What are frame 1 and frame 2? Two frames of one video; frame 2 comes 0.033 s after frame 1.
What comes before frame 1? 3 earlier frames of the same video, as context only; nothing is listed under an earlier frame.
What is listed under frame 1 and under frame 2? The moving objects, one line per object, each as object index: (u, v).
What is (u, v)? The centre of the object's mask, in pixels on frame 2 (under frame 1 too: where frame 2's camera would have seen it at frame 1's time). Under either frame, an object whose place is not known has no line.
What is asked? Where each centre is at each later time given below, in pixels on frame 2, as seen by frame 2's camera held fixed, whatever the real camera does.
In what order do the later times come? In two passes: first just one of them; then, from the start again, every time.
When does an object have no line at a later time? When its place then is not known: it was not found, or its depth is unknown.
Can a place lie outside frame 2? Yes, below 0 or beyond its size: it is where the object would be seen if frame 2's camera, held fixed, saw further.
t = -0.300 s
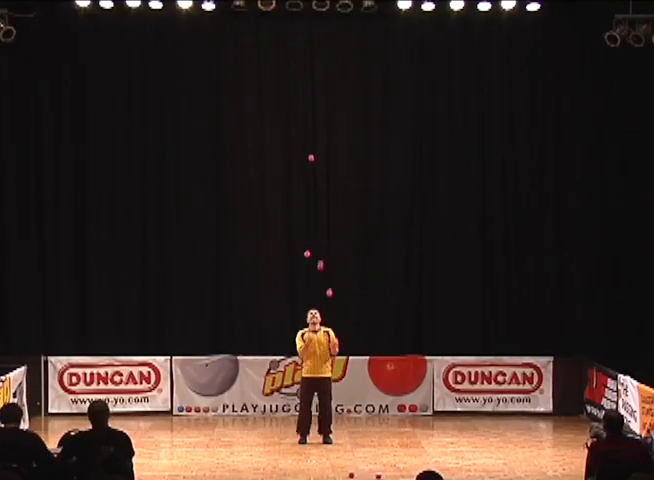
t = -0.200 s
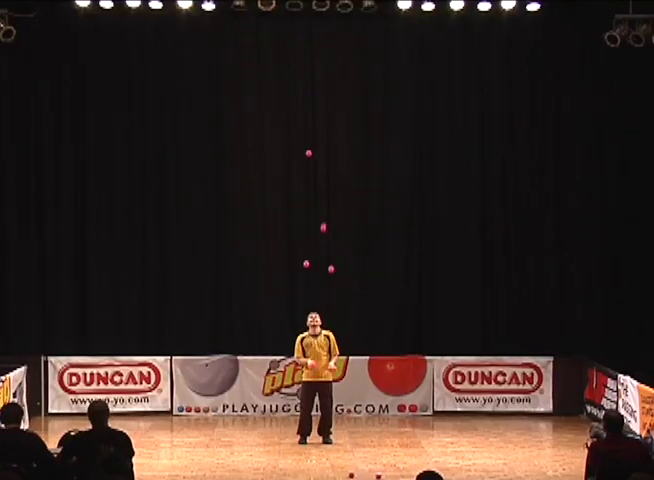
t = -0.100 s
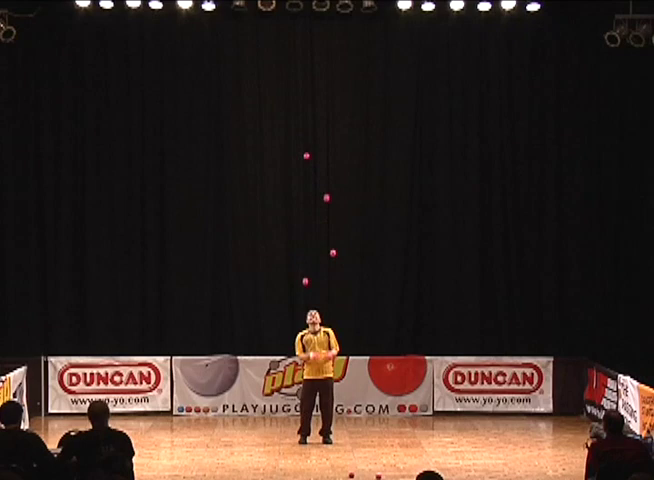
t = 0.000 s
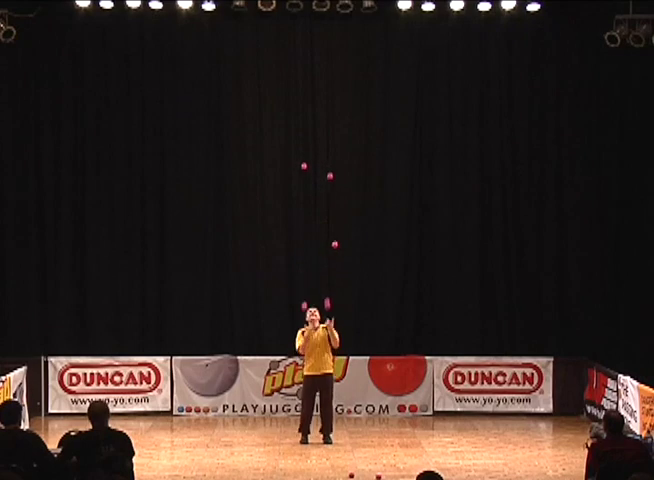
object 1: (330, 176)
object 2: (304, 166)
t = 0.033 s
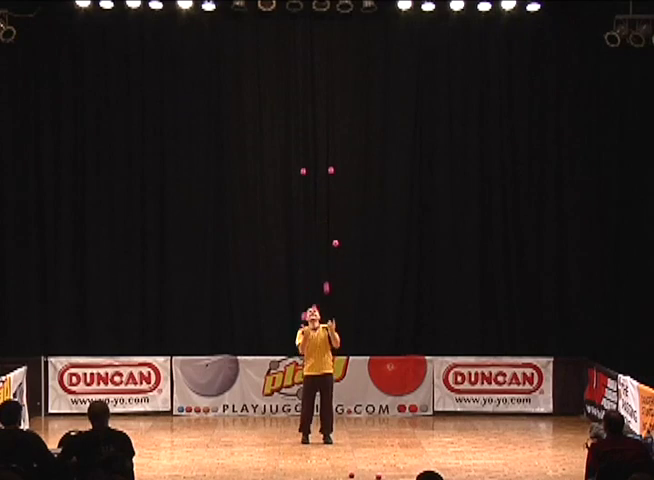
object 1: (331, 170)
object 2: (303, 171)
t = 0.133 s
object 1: (333, 158)
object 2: (301, 191)
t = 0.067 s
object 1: (331, 165)
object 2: (302, 177)
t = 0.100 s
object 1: (332, 161)
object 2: (302, 183)
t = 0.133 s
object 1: (333, 158)
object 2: (301, 191)
